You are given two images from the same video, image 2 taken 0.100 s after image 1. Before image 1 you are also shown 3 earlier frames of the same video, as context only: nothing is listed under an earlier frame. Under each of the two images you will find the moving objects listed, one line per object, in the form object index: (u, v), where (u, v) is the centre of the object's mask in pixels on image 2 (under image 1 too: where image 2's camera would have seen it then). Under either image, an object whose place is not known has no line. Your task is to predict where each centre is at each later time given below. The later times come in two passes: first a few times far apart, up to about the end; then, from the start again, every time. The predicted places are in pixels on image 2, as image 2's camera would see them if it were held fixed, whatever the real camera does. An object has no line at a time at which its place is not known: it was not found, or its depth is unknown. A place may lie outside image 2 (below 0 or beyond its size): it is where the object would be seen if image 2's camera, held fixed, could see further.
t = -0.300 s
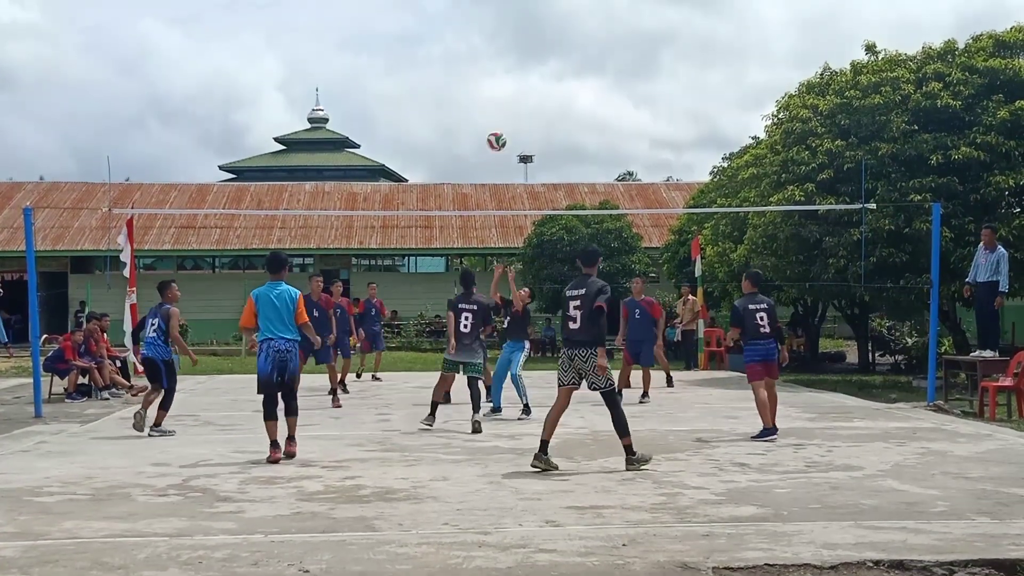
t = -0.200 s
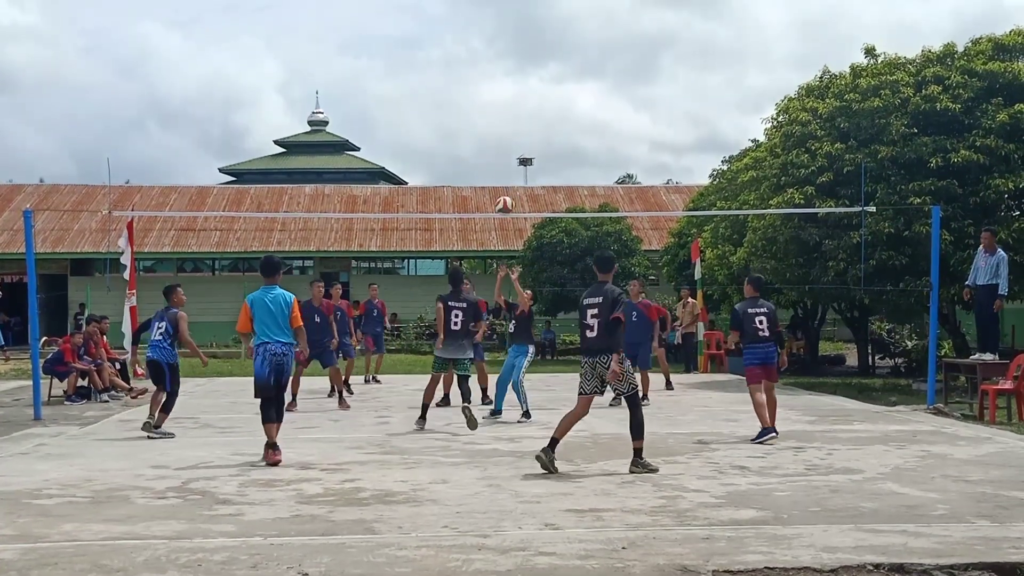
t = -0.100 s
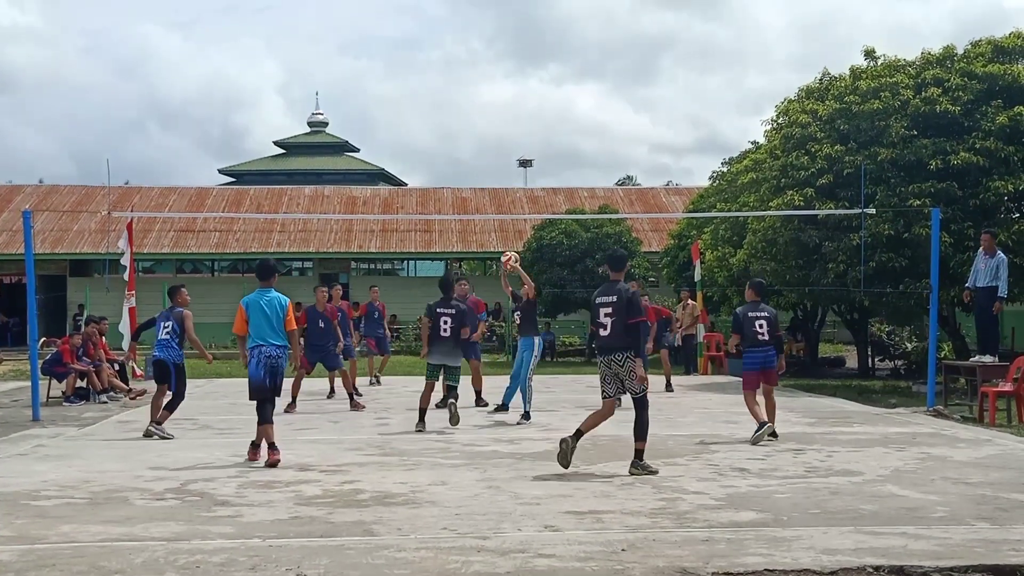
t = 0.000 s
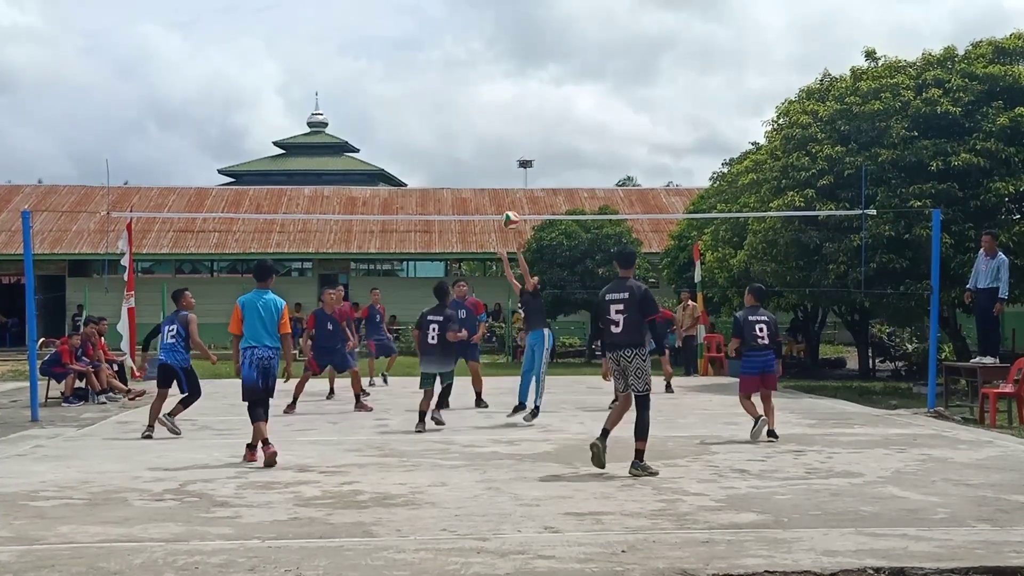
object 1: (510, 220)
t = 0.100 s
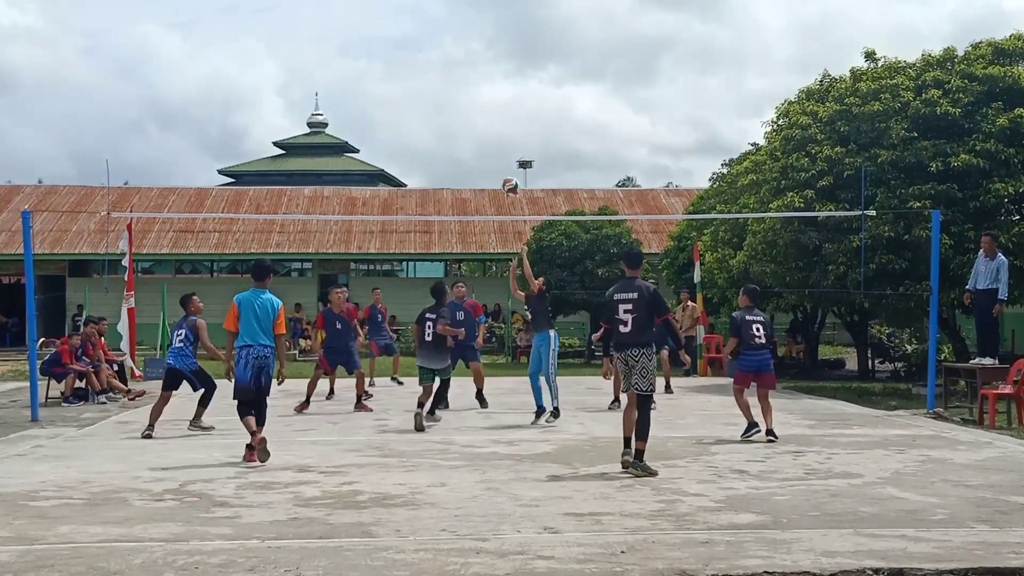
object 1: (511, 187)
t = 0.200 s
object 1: (511, 161)
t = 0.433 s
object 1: (512, 139)
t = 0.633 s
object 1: (514, 159)
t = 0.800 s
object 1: (514, 204)
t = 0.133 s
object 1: (510, 177)
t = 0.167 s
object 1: (511, 169)
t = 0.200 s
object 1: (511, 161)
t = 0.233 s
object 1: (511, 155)
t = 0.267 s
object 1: (511, 150)
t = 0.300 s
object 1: (511, 146)
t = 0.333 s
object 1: (511, 143)
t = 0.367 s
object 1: (512, 140)
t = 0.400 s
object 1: (512, 139)
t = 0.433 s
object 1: (512, 139)
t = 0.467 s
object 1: (512, 140)
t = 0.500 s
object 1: (513, 141)
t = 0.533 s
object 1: (513, 144)
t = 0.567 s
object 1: (513, 148)
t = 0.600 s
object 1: (513, 153)
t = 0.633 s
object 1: (514, 159)
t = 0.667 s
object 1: (514, 166)
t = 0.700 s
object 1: (513, 174)
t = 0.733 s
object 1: (514, 183)
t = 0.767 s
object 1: (514, 193)
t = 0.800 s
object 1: (514, 204)
